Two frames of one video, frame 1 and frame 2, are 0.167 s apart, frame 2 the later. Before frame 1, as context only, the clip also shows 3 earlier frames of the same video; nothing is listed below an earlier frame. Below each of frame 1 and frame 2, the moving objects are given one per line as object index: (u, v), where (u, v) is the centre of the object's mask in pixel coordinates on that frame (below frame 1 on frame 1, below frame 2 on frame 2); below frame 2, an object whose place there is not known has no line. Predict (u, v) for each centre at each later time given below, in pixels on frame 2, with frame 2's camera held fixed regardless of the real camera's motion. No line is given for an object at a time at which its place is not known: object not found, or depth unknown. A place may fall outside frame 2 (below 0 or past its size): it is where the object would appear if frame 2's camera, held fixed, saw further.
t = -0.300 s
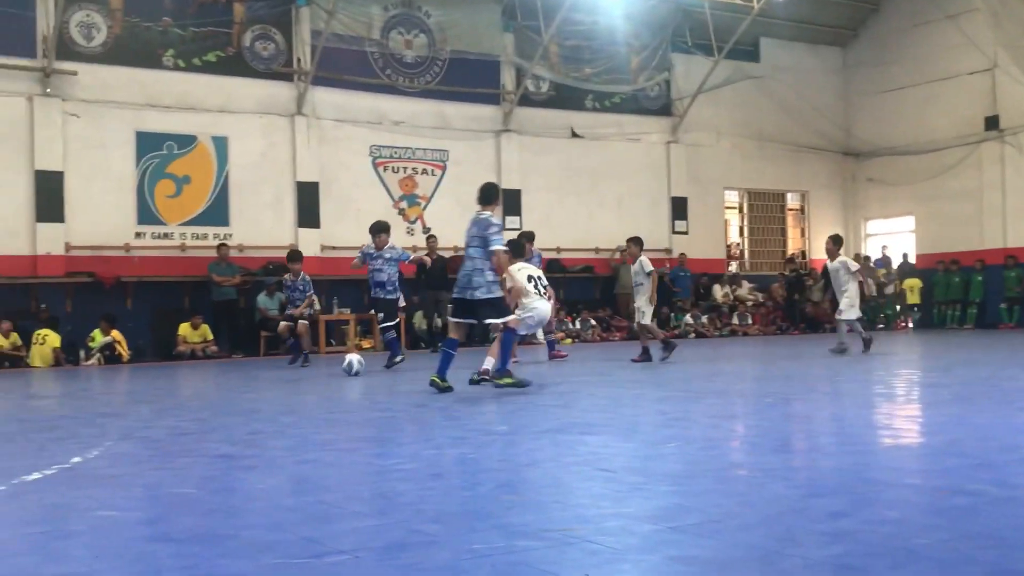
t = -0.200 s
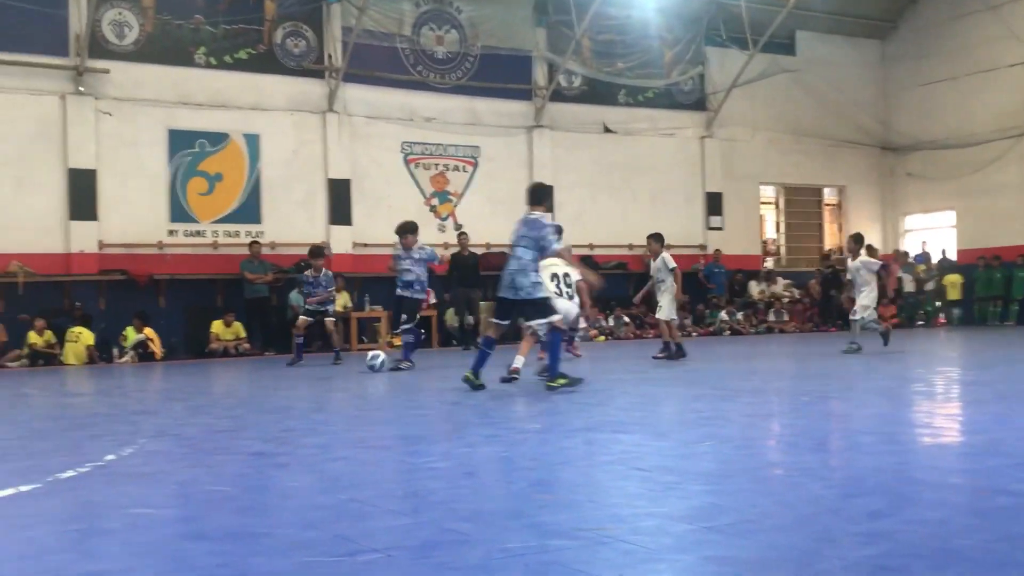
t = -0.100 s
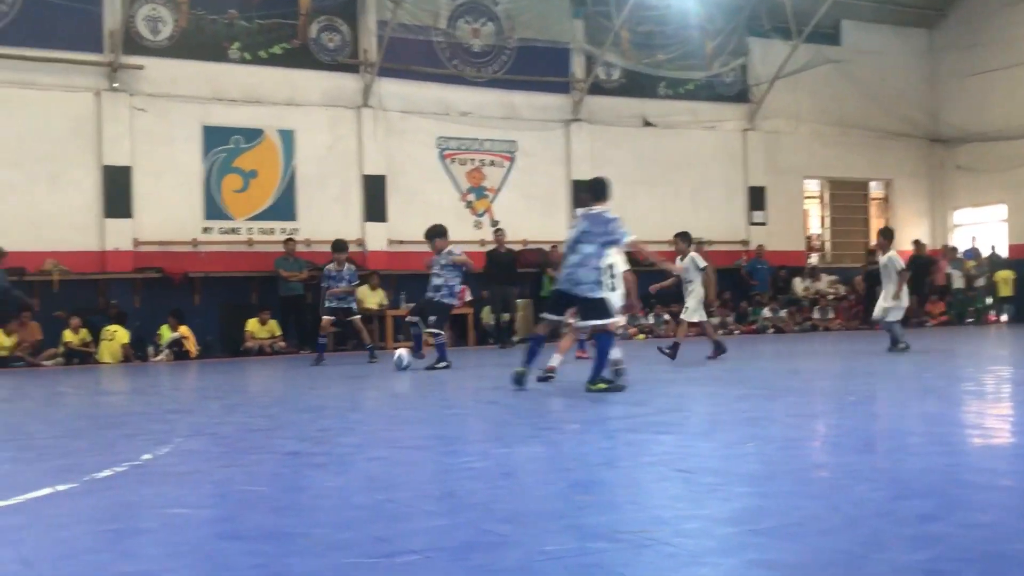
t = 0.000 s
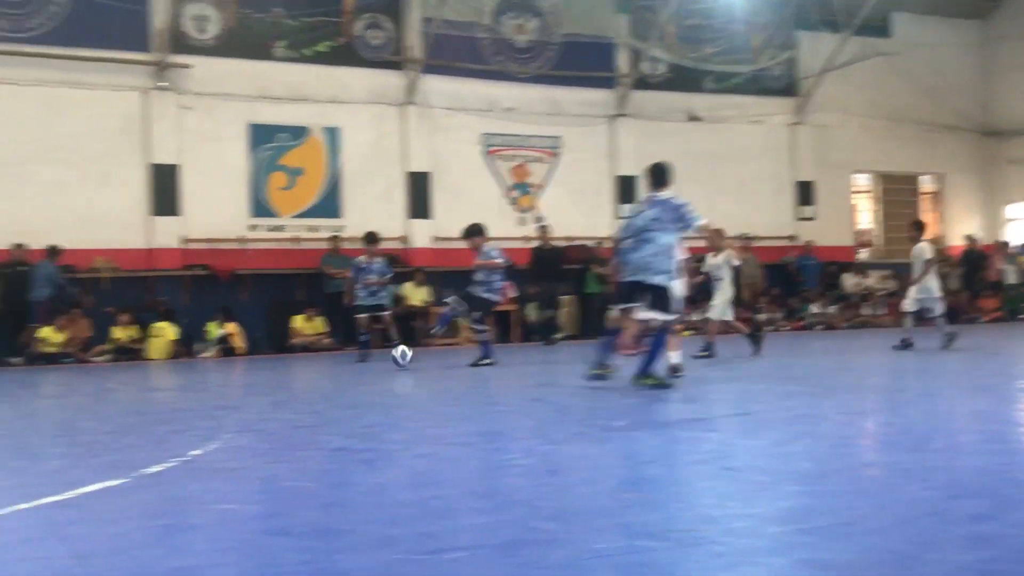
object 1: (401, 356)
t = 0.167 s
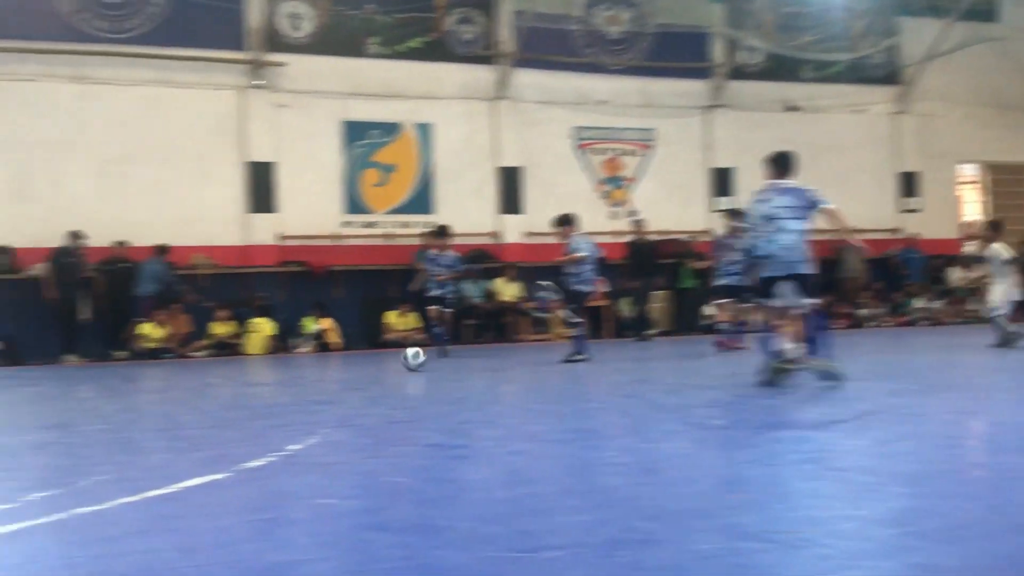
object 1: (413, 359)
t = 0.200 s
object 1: (395, 360)
